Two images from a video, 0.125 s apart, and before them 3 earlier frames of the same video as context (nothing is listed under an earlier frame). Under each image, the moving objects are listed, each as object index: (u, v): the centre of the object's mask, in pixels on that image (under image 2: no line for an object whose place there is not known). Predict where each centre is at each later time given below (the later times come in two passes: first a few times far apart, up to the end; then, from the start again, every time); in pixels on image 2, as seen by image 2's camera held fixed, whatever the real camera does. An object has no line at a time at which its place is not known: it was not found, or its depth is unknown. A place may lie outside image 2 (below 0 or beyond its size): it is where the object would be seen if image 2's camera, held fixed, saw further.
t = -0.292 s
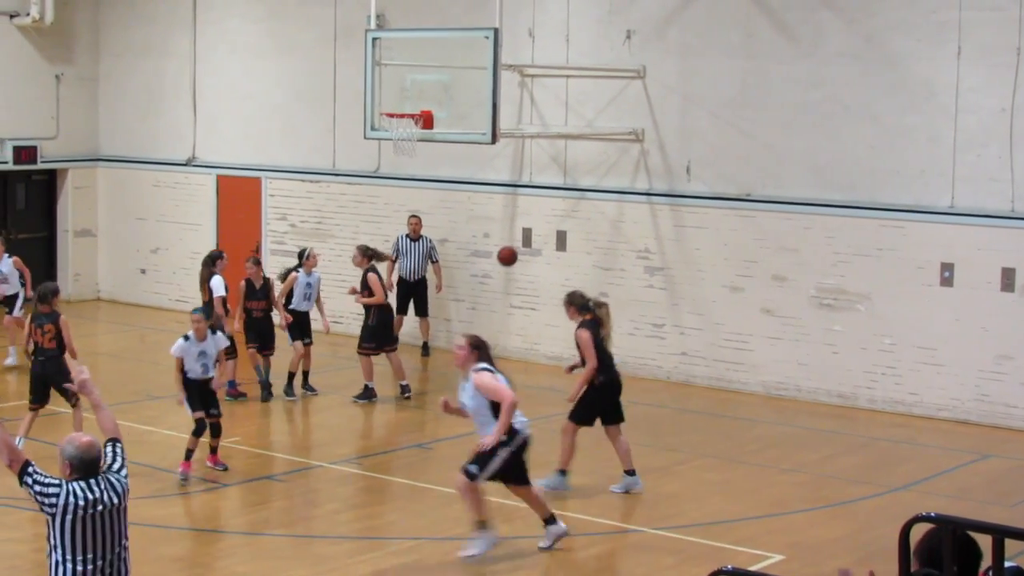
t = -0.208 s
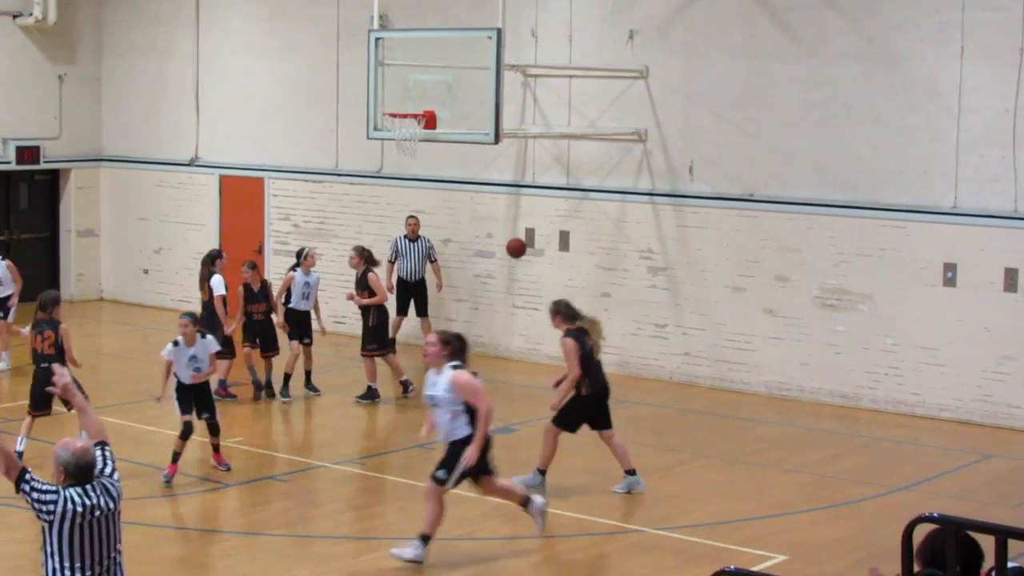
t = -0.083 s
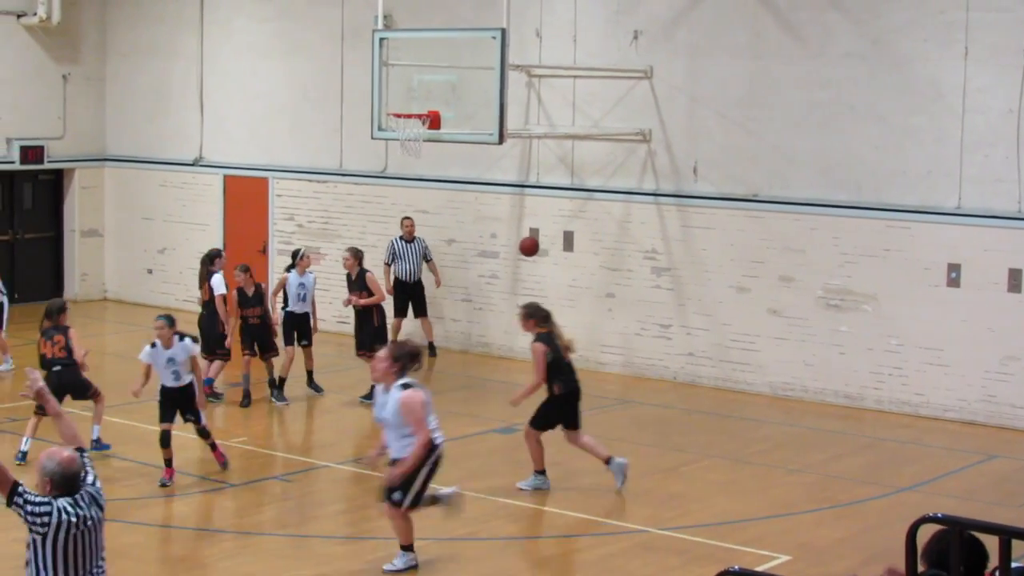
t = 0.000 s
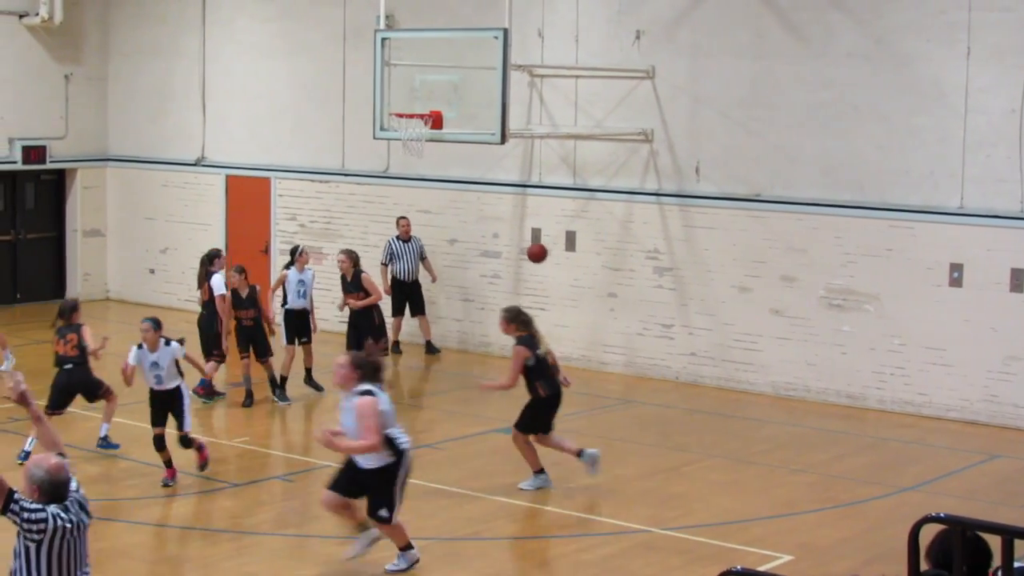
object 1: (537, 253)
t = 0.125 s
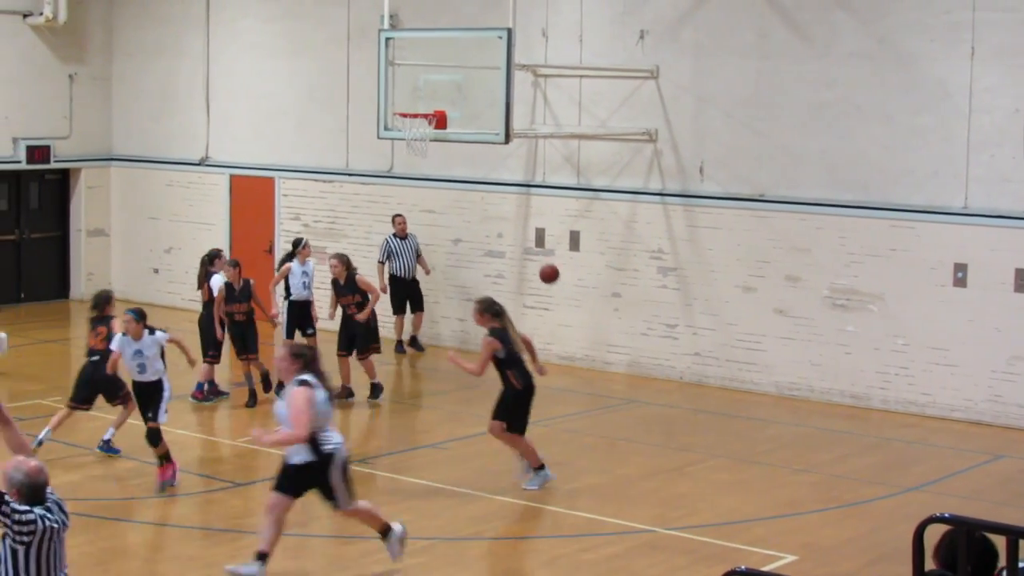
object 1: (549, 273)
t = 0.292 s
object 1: (559, 322)
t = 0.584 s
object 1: (579, 326)
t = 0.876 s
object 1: (599, 293)
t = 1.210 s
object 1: (618, 341)
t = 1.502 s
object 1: (636, 328)
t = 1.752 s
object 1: (628, 330)
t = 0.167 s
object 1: (551, 283)
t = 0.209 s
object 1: (554, 295)
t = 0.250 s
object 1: (556, 307)
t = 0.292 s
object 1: (559, 322)
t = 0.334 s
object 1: (561, 338)
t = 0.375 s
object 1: (564, 354)
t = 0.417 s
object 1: (566, 373)
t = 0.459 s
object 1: (570, 362)
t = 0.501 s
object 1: (572, 349)
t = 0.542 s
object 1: (576, 337)
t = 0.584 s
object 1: (579, 326)
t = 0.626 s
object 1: (581, 317)
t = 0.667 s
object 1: (584, 310)
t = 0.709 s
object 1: (588, 304)
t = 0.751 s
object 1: (591, 299)
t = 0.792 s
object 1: (594, 296)
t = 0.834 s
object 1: (596, 294)
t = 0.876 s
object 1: (599, 293)
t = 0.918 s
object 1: (601, 294)
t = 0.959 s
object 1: (604, 297)
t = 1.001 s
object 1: (607, 300)
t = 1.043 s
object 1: (609, 306)
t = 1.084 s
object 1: (611, 312)
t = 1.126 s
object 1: (614, 320)
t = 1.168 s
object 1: (616, 330)
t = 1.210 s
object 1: (618, 341)
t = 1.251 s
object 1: (620, 353)
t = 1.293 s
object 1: (623, 367)
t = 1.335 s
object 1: (626, 359)
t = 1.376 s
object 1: (629, 349)
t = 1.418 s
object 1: (632, 340)
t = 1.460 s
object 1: (635, 333)
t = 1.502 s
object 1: (636, 328)
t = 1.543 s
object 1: (635, 325)
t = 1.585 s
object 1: (634, 323)
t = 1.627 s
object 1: (632, 323)
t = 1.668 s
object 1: (631, 324)
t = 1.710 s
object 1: (630, 327)
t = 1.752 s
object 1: (628, 330)
